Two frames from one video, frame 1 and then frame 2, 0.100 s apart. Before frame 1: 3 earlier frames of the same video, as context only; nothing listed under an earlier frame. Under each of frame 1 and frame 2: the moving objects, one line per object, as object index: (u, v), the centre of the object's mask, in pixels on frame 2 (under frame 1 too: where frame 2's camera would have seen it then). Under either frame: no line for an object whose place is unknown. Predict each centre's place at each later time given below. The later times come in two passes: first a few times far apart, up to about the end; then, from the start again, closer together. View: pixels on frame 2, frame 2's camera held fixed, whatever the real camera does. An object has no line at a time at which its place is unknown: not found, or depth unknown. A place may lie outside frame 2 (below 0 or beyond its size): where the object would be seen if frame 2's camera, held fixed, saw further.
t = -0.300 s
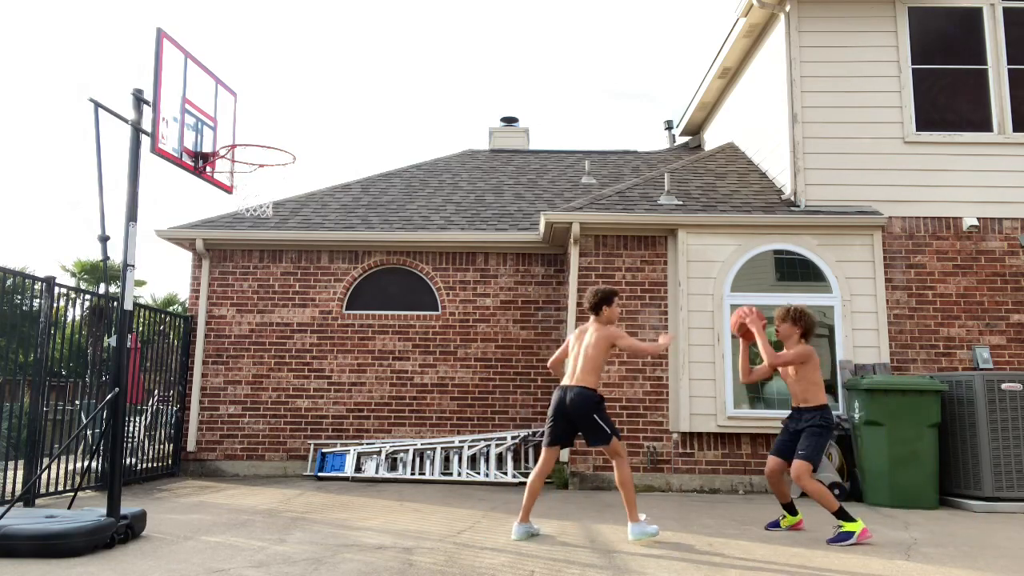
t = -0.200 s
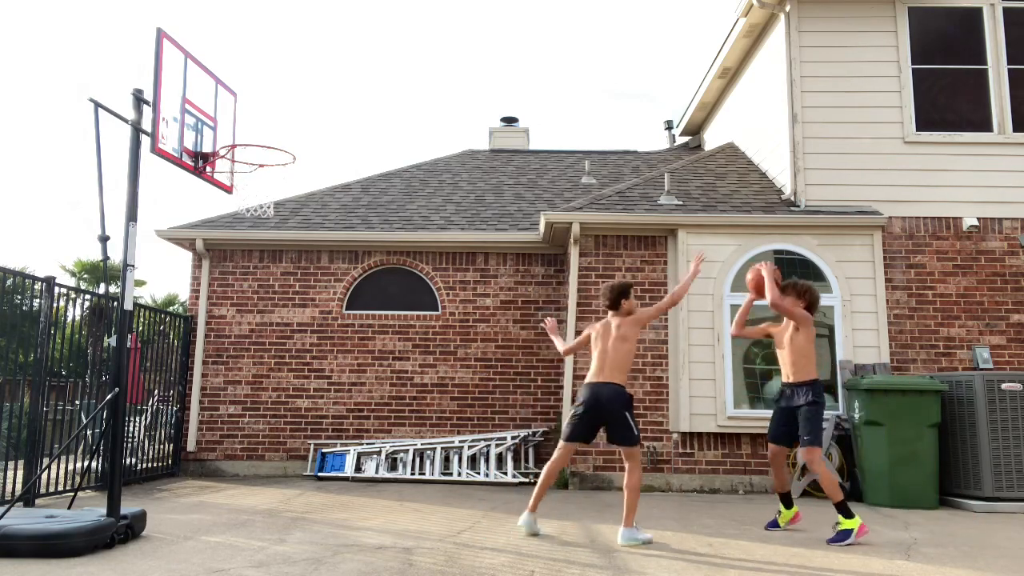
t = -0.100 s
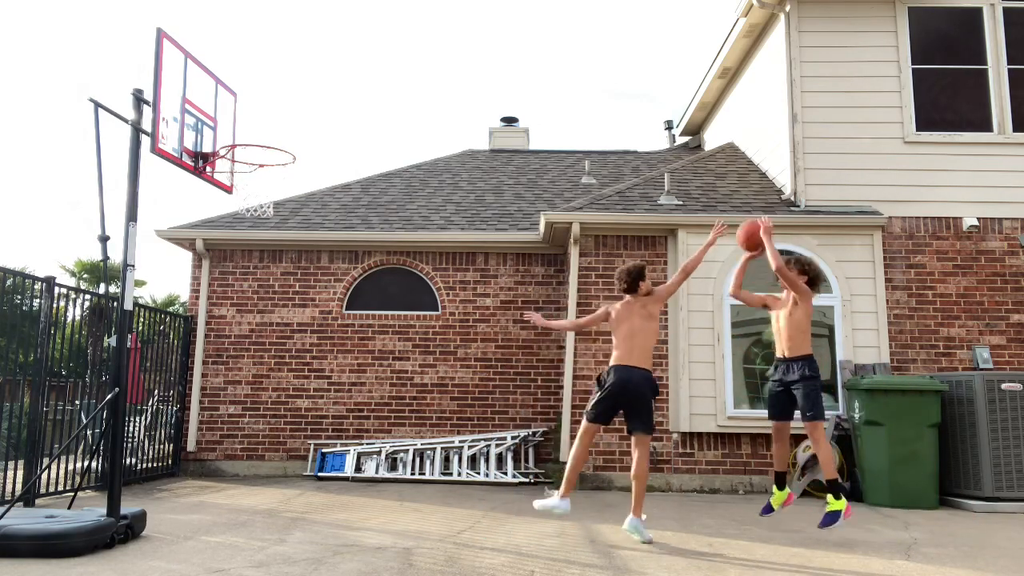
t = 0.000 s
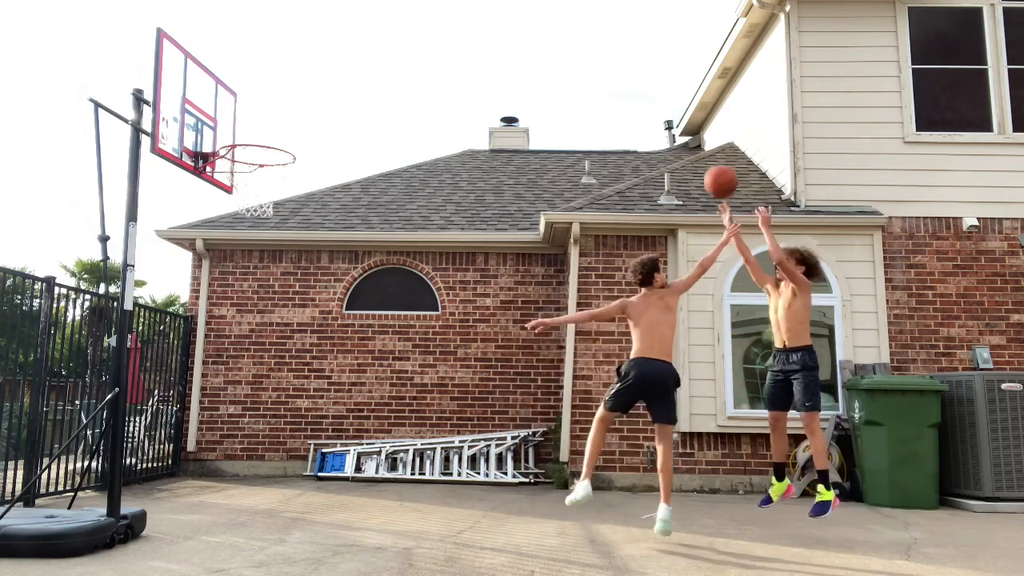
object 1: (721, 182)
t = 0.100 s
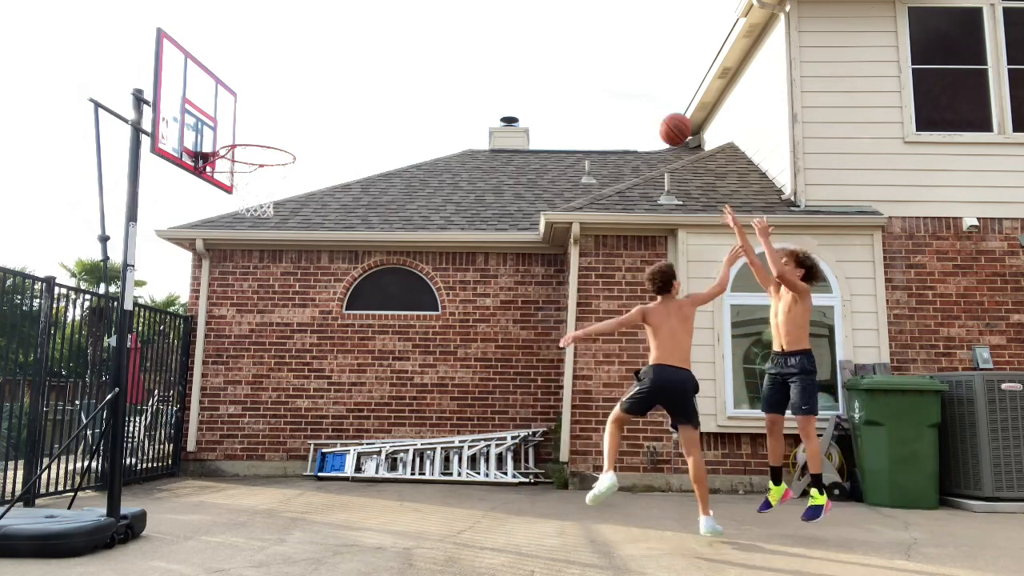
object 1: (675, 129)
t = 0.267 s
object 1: (600, 71)
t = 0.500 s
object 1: (493, 47)
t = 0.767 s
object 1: (366, 108)
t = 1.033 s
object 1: (373, 244)
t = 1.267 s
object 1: (457, 420)
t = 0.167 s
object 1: (645, 101)
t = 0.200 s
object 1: (630, 90)
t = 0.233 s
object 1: (615, 80)
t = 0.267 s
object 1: (600, 71)
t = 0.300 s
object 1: (585, 63)
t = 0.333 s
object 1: (570, 57)
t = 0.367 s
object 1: (554, 52)
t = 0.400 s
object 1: (539, 49)
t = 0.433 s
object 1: (524, 47)
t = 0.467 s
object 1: (509, 46)
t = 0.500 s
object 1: (493, 47)
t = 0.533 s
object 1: (478, 50)
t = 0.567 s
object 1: (463, 54)
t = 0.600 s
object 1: (447, 59)
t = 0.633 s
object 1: (431, 65)
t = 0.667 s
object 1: (415, 74)
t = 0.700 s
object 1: (399, 83)
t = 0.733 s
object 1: (383, 95)
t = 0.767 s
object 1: (366, 108)
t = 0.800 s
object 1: (349, 122)
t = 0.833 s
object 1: (332, 138)
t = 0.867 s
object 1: (315, 156)
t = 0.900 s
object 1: (319, 171)
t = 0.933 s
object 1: (333, 188)
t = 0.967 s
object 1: (346, 205)
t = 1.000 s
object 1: (360, 223)
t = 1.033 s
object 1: (373, 244)
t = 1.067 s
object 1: (386, 265)
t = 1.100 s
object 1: (398, 288)
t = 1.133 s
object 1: (410, 312)
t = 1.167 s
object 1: (422, 338)
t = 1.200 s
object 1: (434, 364)
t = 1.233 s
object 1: (445, 391)
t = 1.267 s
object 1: (457, 420)
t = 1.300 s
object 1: (468, 452)
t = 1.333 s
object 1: (479, 484)
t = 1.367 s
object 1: (490, 512)
